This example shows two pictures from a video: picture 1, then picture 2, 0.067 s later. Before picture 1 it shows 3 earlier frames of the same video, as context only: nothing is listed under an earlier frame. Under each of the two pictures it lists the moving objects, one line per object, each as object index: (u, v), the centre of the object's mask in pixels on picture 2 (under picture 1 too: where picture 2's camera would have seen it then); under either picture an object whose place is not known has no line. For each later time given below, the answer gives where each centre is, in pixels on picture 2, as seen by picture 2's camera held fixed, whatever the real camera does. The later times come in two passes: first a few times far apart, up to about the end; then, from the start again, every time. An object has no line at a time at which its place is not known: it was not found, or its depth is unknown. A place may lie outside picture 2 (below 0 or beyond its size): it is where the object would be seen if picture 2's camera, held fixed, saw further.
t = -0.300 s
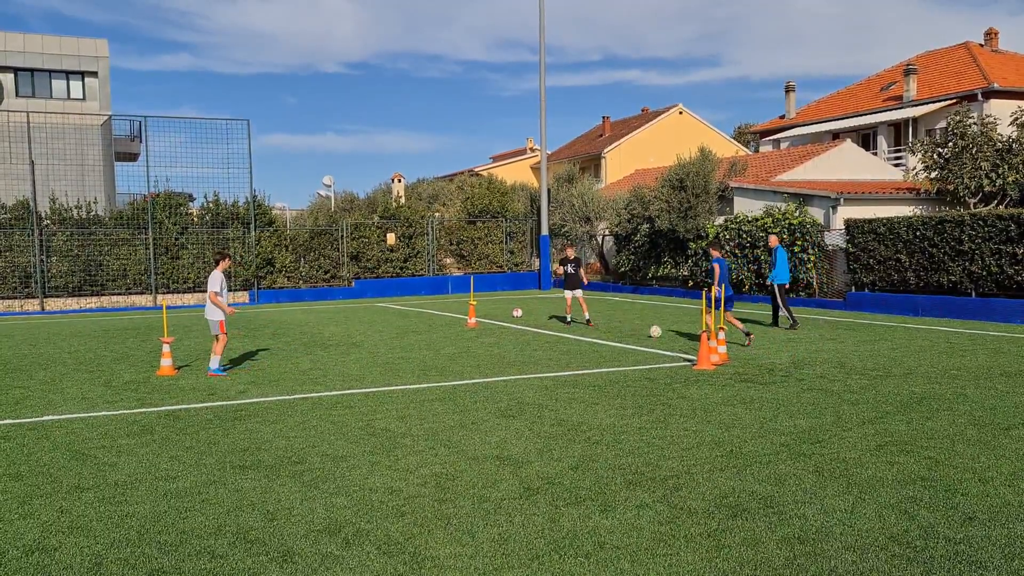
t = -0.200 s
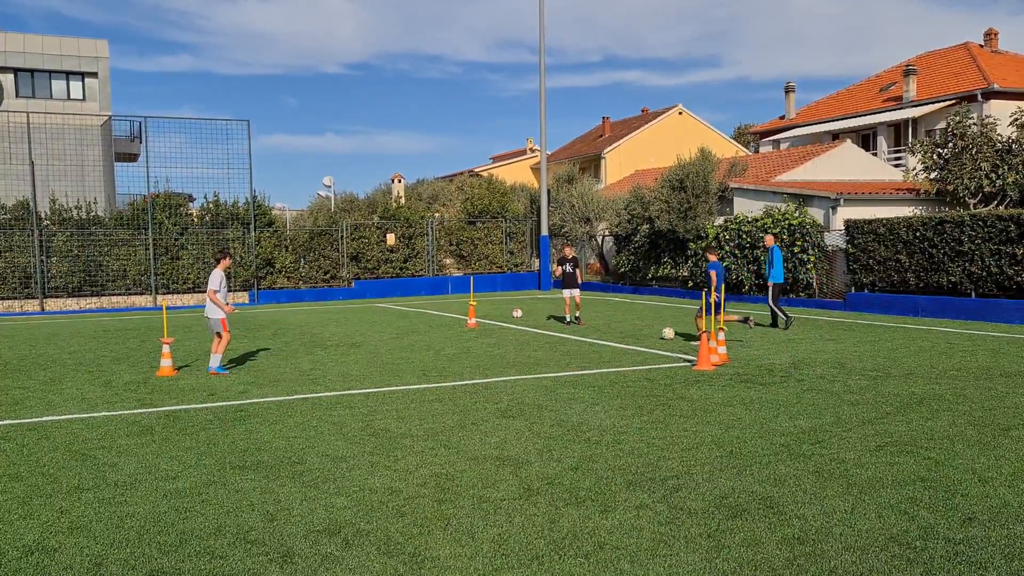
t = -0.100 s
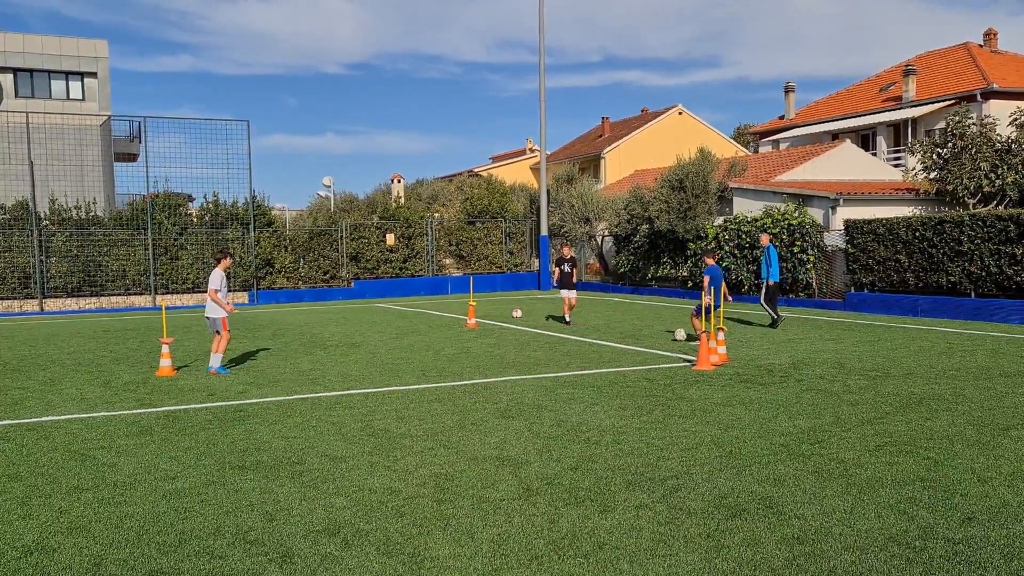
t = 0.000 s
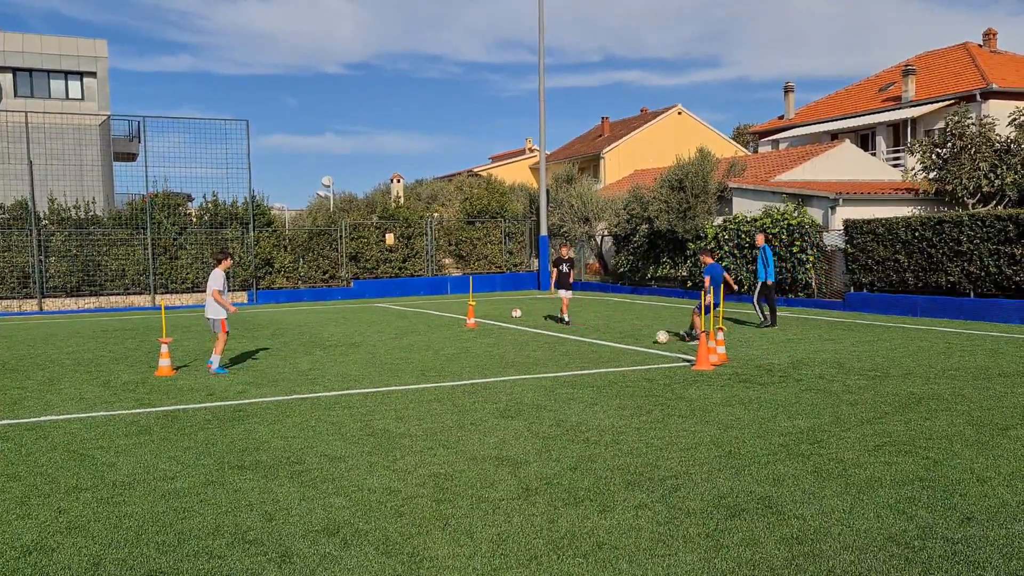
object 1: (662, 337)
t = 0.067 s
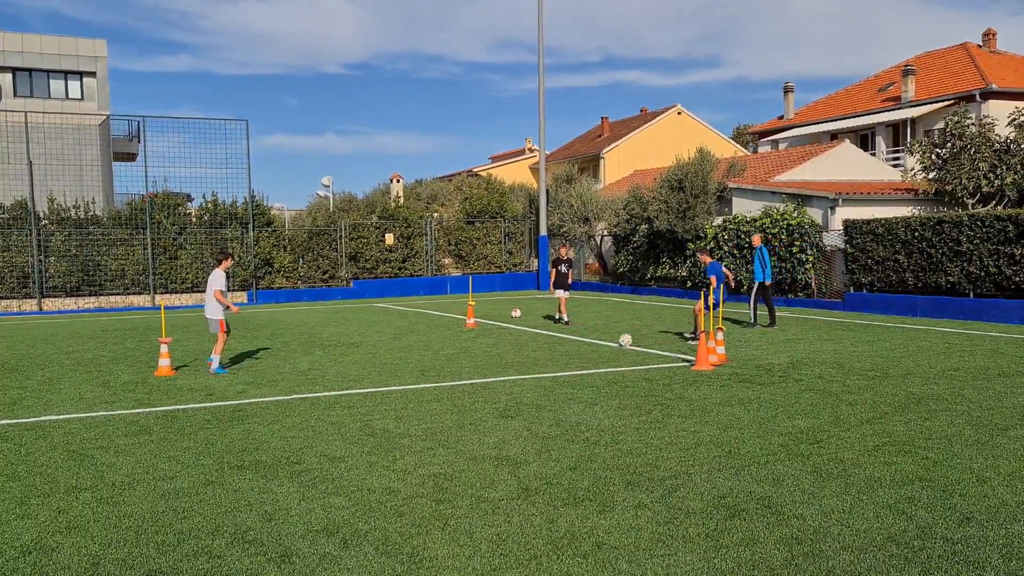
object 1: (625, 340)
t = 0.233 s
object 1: (537, 346)
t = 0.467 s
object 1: (420, 354)
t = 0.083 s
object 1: (617, 340)
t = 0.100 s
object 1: (608, 340)
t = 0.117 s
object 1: (599, 341)
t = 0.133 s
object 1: (590, 342)
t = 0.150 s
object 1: (582, 343)
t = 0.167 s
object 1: (573, 343)
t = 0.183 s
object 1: (563, 344)
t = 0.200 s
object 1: (555, 345)
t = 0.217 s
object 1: (546, 346)
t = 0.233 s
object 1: (537, 346)
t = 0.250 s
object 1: (529, 347)
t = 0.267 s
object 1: (521, 347)
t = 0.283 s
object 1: (512, 348)
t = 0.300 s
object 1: (503, 348)
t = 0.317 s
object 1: (495, 349)
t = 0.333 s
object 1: (486, 350)
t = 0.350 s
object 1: (478, 350)
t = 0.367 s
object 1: (469, 351)
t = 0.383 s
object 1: (461, 351)
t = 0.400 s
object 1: (453, 352)
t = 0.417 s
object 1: (445, 352)
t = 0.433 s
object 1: (436, 353)
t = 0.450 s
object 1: (428, 353)
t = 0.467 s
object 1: (420, 354)
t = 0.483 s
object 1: (411, 355)
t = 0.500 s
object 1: (403, 356)
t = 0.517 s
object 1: (395, 356)
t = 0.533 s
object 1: (387, 358)
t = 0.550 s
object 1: (379, 358)
